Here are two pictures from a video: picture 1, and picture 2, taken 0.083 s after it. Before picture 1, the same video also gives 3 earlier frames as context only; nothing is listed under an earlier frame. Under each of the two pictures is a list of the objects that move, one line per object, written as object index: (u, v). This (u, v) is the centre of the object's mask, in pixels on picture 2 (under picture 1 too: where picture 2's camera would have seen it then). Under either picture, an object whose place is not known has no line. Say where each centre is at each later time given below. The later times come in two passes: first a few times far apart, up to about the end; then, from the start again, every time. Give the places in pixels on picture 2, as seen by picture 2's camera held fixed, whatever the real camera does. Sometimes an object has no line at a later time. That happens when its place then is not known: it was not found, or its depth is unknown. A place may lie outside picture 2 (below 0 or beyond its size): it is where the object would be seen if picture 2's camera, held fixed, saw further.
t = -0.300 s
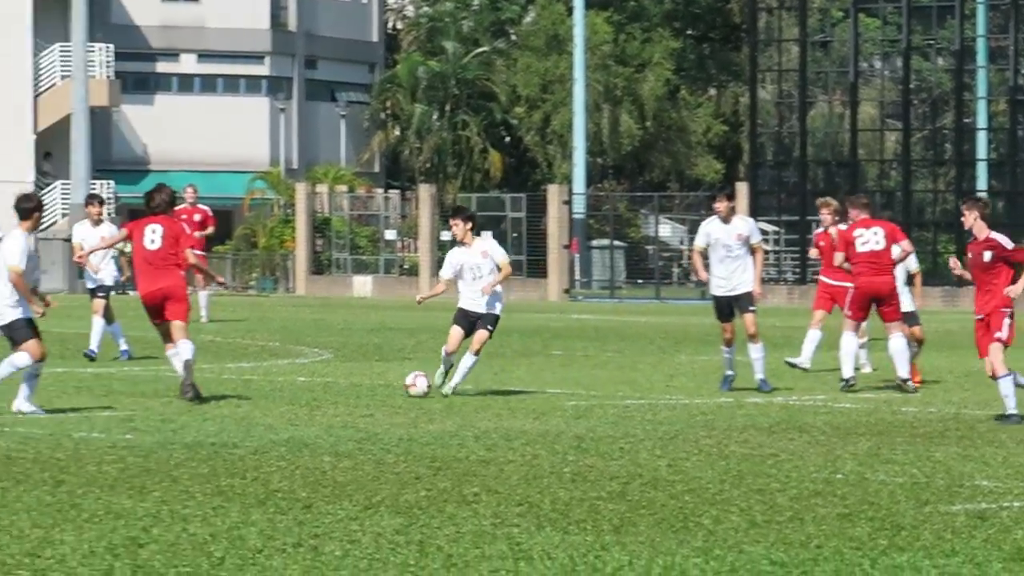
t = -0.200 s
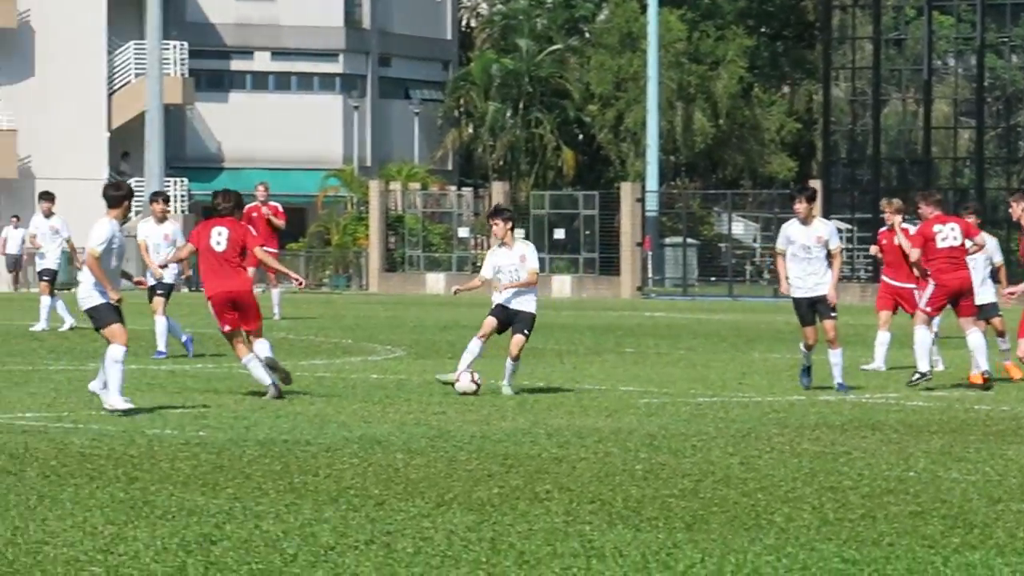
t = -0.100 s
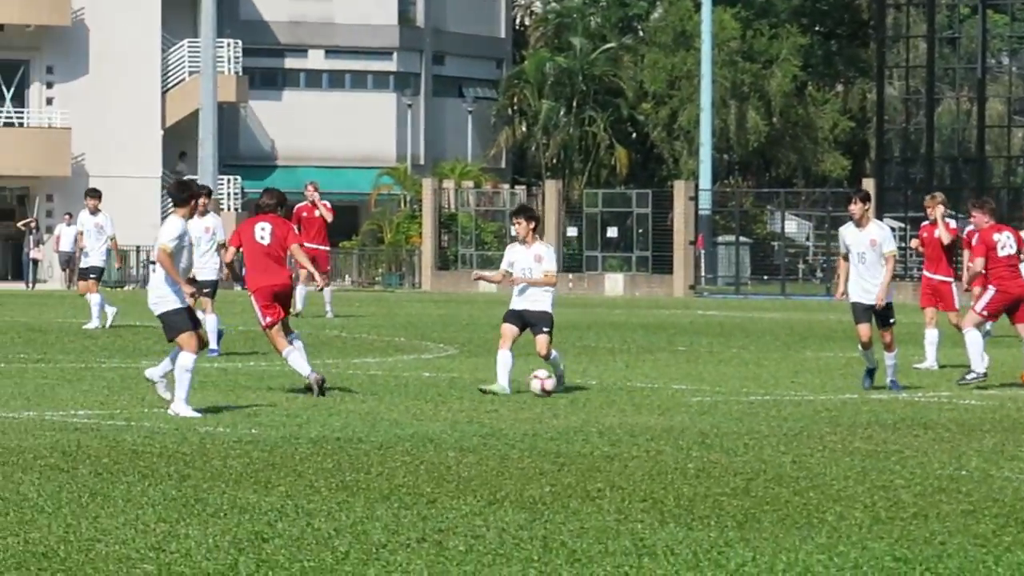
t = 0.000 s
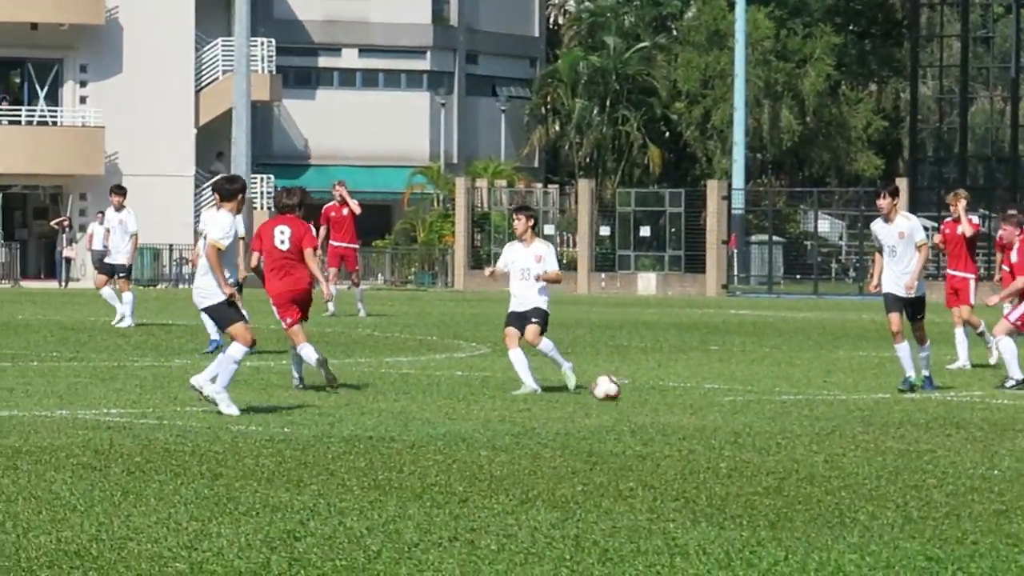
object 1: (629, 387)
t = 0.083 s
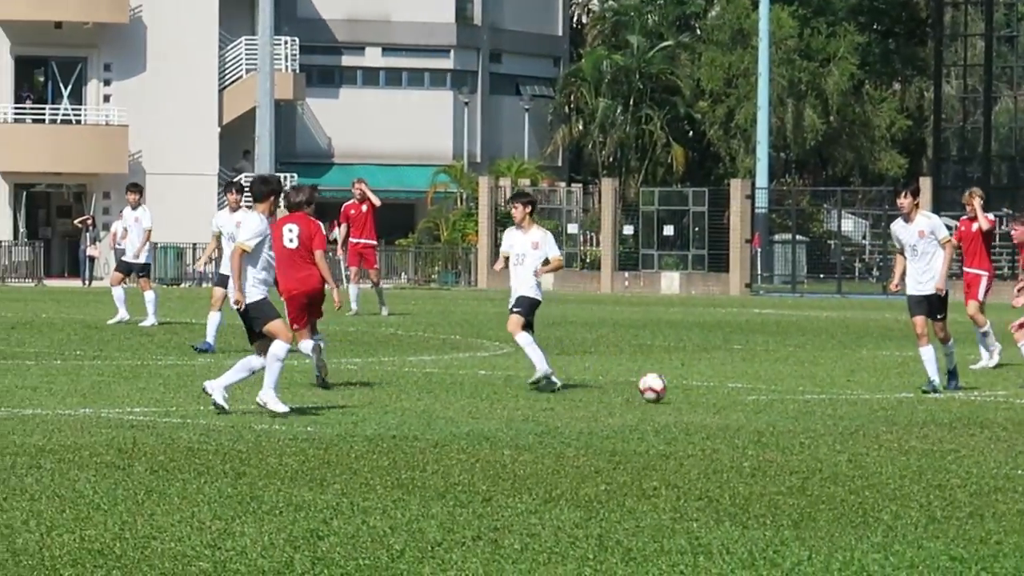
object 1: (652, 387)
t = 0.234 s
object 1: (692, 396)
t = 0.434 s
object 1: (737, 398)
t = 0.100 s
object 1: (657, 389)
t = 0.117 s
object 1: (662, 390)
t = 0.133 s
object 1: (667, 392)
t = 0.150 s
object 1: (671, 393)
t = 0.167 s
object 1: (676, 395)
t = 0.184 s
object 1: (681, 396)
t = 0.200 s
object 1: (684, 395)
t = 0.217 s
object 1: (688, 395)
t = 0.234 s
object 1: (692, 396)
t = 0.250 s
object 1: (695, 396)
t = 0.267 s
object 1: (699, 397)
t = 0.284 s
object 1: (704, 398)
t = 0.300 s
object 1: (707, 400)
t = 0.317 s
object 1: (711, 401)
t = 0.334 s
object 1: (715, 400)
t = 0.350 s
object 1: (718, 399)
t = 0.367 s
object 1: (722, 398)
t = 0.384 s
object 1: (725, 397)
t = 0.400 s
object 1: (729, 397)
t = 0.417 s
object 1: (733, 397)
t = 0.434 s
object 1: (737, 398)
